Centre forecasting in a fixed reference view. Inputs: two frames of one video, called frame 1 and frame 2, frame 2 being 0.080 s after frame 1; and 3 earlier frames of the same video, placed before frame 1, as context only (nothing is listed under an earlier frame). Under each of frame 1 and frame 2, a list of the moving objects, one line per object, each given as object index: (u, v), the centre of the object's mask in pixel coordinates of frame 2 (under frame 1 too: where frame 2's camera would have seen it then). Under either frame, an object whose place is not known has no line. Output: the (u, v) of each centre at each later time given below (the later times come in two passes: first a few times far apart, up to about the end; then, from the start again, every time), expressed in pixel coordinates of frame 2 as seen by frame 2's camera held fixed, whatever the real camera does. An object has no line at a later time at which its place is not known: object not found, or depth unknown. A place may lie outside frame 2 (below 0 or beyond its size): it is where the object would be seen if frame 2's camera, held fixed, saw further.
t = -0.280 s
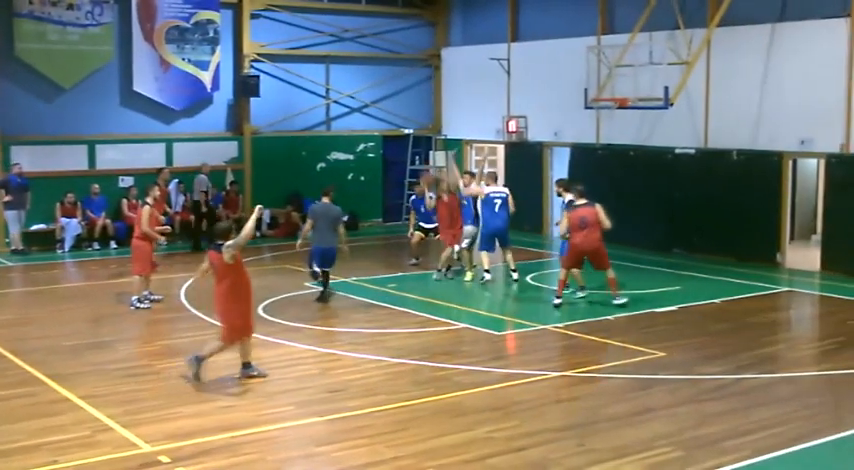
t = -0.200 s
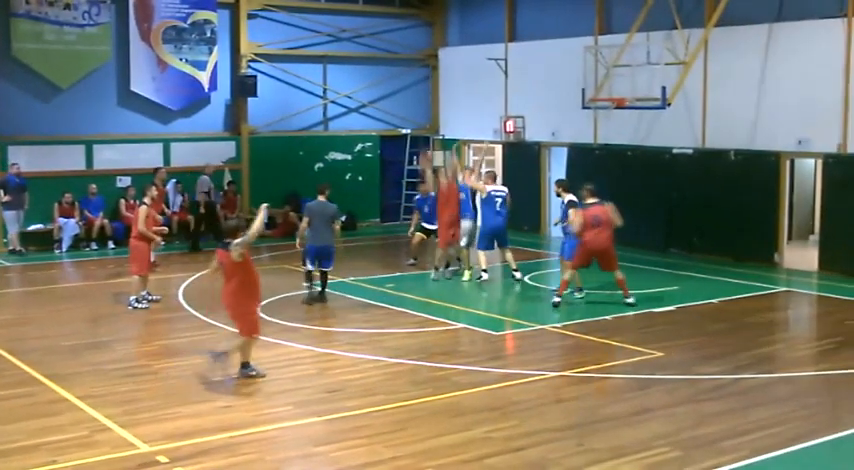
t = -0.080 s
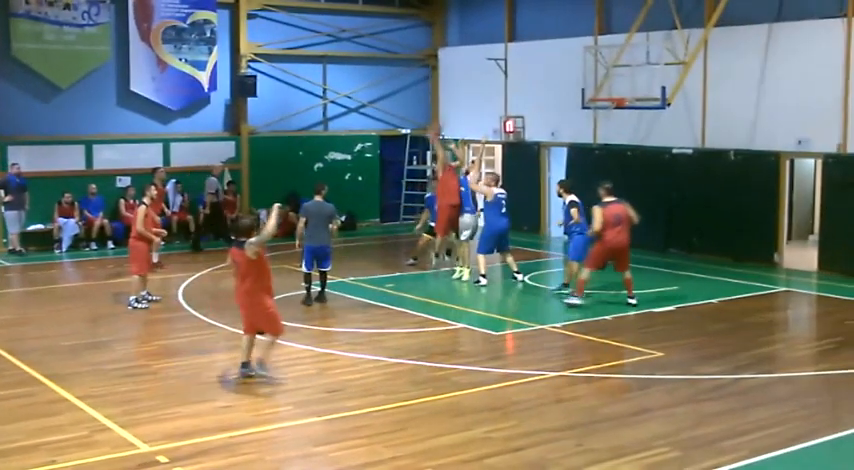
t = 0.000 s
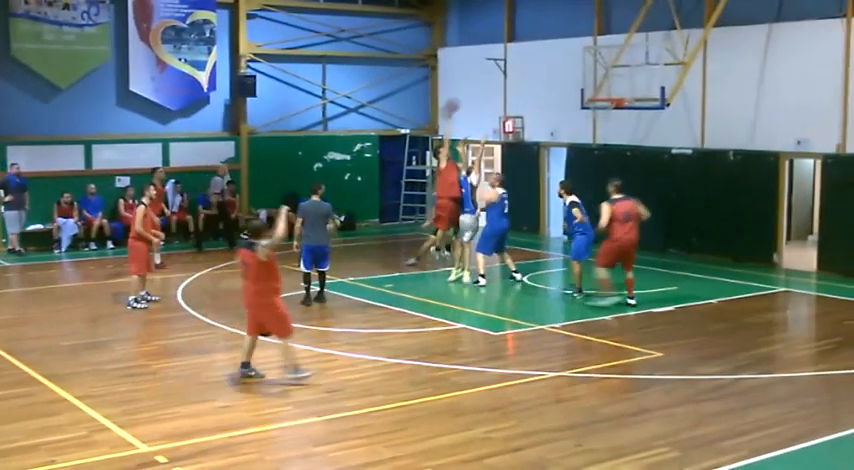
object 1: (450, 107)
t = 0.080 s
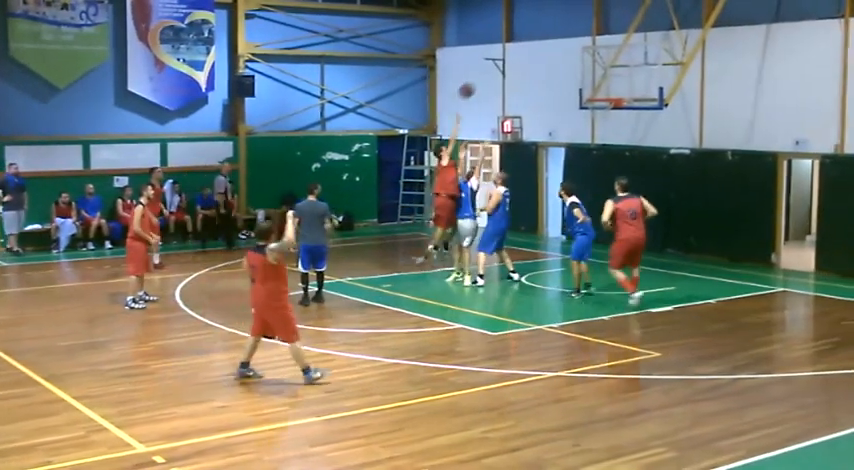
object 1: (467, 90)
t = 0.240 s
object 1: (503, 67)
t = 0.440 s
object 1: (548, 58)
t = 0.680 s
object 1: (601, 80)
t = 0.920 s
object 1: (617, 69)
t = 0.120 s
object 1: (475, 83)
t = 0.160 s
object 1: (485, 77)
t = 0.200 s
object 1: (494, 71)
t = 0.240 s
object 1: (503, 67)
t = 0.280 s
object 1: (512, 63)
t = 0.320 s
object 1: (521, 60)
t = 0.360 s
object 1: (530, 59)
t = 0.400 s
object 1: (539, 58)
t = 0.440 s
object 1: (548, 58)
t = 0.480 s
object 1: (557, 60)
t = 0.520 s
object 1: (565, 62)
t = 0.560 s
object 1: (574, 65)
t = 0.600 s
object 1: (583, 69)
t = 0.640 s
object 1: (593, 75)
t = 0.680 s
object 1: (601, 80)
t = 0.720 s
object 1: (608, 87)
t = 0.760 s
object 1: (614, 87)
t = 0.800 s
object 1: (617, 80)
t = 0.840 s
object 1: (618, 76)
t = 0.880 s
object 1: (617, 71)
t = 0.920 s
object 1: (617, 69)
